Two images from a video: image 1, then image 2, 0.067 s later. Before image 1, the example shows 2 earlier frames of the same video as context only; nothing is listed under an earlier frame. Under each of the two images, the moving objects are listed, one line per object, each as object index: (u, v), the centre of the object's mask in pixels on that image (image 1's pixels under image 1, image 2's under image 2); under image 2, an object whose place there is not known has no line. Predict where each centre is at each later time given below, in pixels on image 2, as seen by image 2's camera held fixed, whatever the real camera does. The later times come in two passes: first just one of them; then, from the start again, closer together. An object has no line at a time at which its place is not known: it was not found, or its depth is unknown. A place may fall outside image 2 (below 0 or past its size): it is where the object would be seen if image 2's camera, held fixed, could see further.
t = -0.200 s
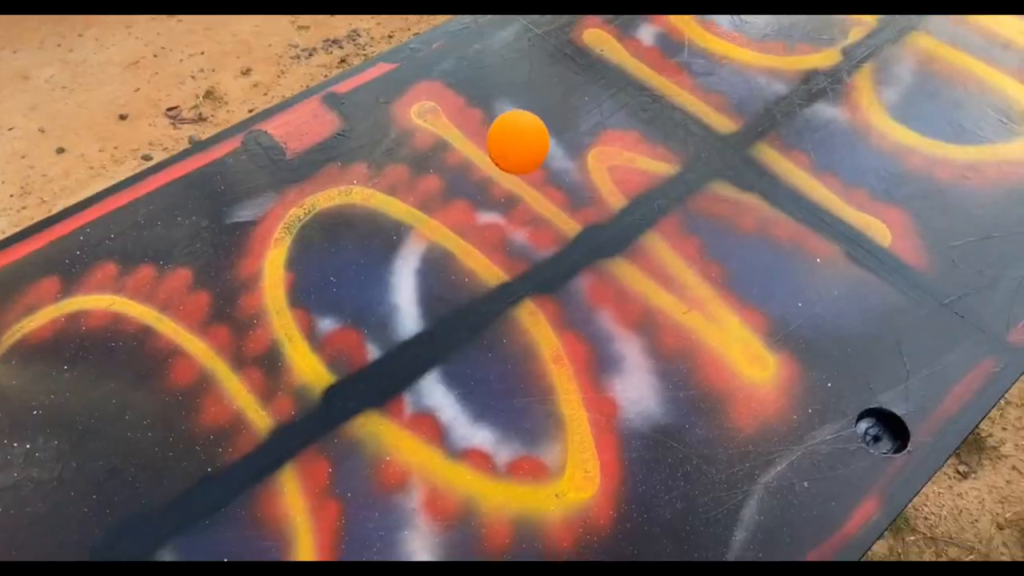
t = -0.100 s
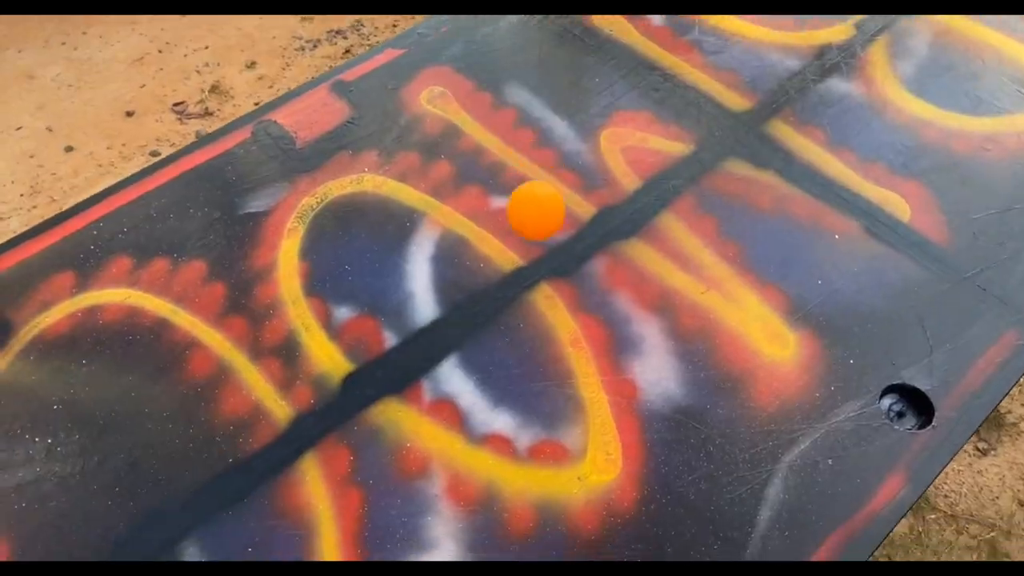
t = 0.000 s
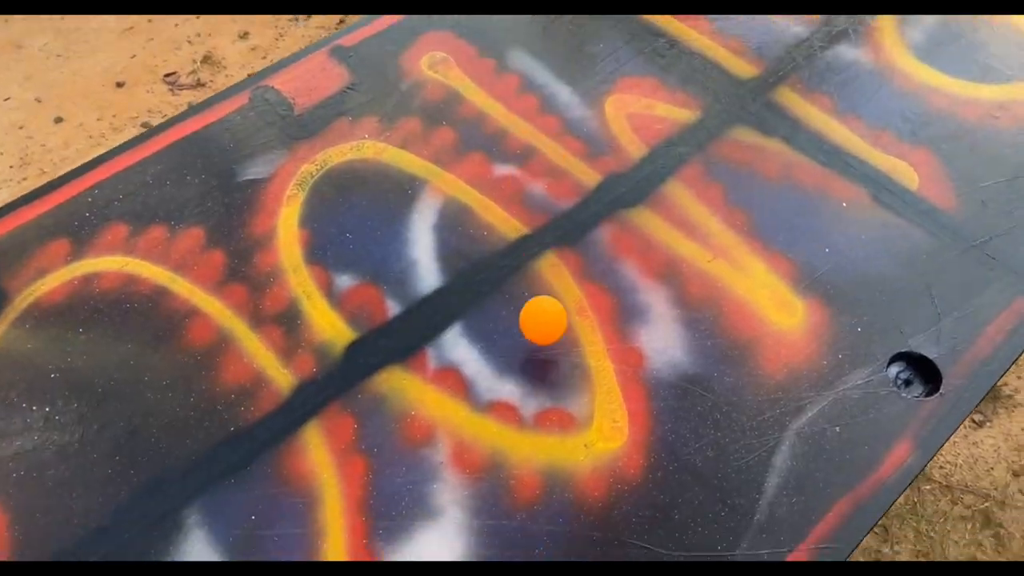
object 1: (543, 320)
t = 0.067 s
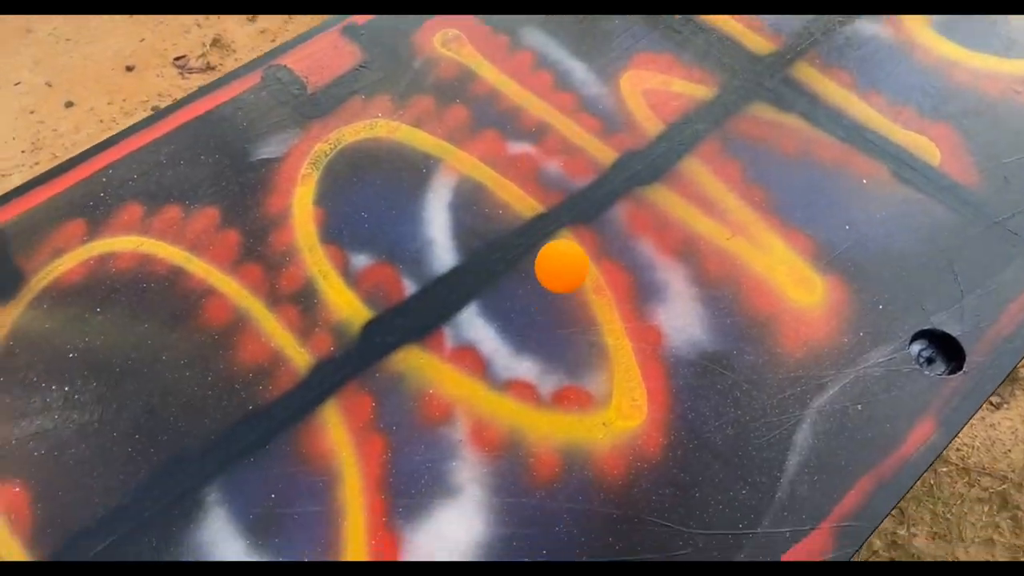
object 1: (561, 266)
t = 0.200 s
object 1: (570, 204)
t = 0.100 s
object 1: (563, 239)
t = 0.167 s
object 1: (568, 206)
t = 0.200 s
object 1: (570, 204)
